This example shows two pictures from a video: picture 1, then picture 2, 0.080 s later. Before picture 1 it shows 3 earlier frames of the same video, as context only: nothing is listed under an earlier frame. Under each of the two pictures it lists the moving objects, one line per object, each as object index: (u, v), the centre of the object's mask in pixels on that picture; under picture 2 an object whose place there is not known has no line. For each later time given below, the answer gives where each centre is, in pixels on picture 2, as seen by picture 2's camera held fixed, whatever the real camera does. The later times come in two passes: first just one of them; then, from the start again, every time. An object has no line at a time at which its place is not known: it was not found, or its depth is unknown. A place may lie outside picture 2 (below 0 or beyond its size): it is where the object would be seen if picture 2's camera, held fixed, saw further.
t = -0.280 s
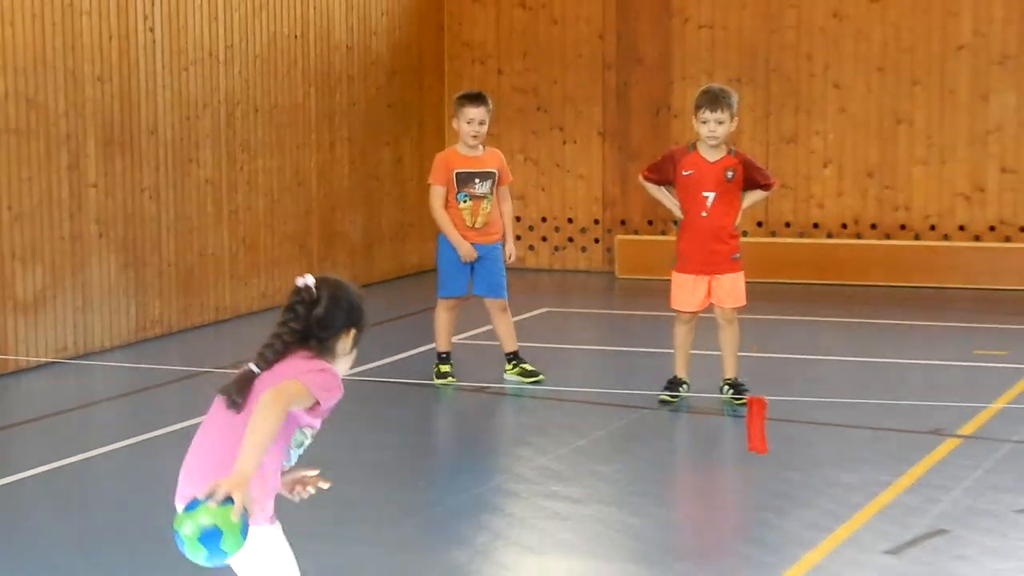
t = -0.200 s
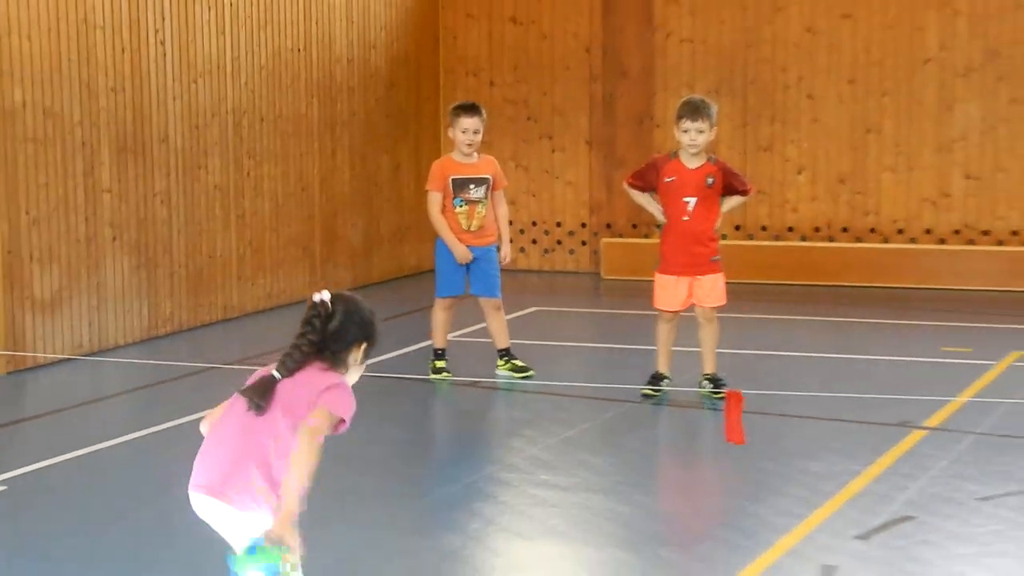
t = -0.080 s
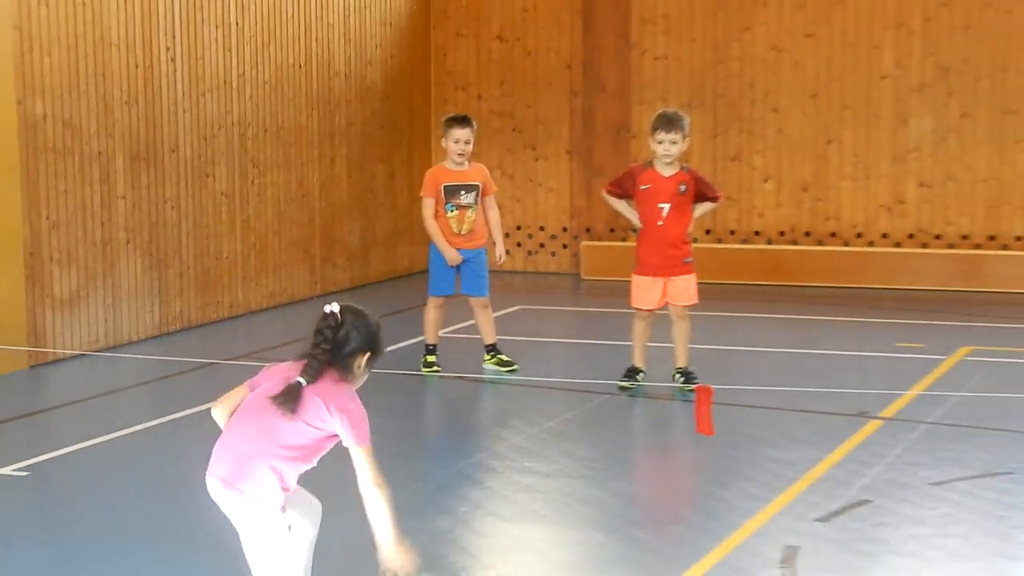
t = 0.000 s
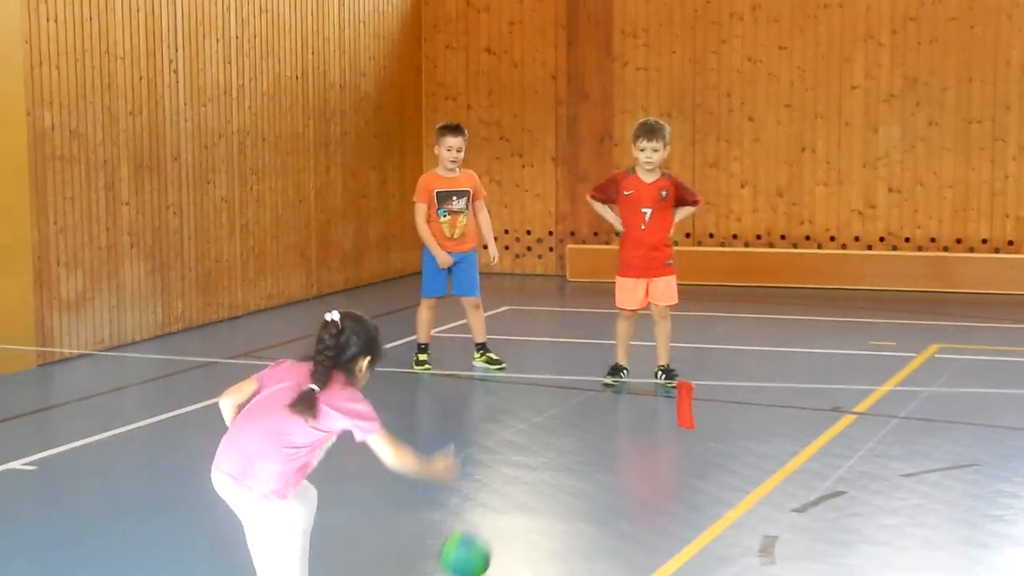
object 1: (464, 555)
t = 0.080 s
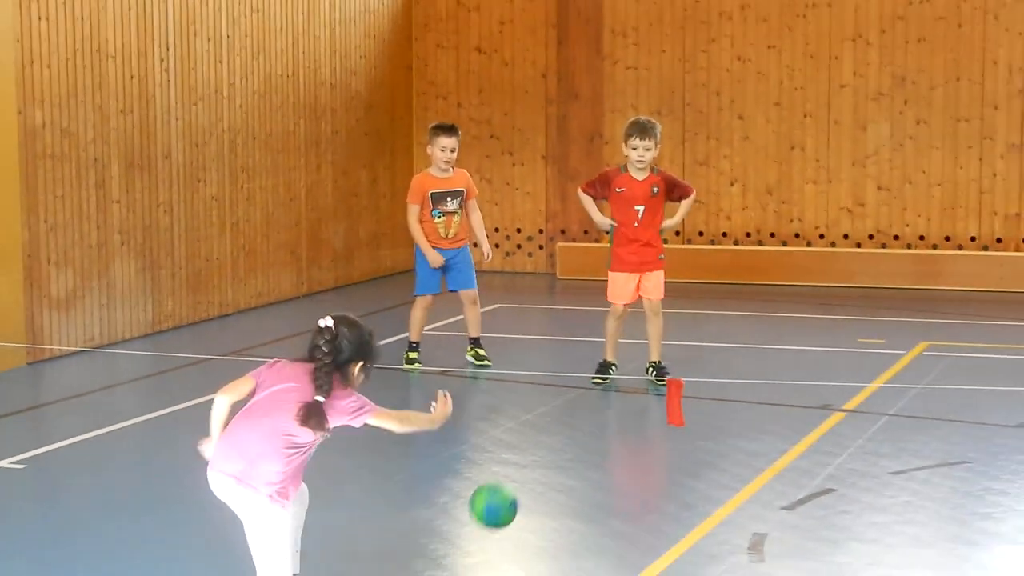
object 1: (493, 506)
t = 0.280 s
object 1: (577, 477)
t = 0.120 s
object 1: (512, 493)
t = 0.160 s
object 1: (530, 479)
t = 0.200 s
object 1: (546, 473)
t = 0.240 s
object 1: (562, 473)
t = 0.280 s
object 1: (577, 477)
